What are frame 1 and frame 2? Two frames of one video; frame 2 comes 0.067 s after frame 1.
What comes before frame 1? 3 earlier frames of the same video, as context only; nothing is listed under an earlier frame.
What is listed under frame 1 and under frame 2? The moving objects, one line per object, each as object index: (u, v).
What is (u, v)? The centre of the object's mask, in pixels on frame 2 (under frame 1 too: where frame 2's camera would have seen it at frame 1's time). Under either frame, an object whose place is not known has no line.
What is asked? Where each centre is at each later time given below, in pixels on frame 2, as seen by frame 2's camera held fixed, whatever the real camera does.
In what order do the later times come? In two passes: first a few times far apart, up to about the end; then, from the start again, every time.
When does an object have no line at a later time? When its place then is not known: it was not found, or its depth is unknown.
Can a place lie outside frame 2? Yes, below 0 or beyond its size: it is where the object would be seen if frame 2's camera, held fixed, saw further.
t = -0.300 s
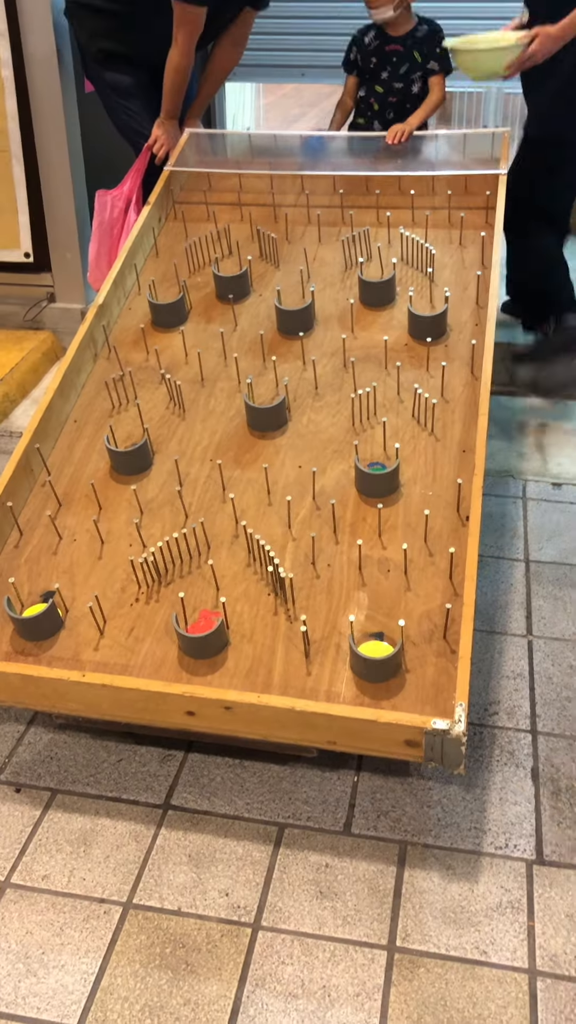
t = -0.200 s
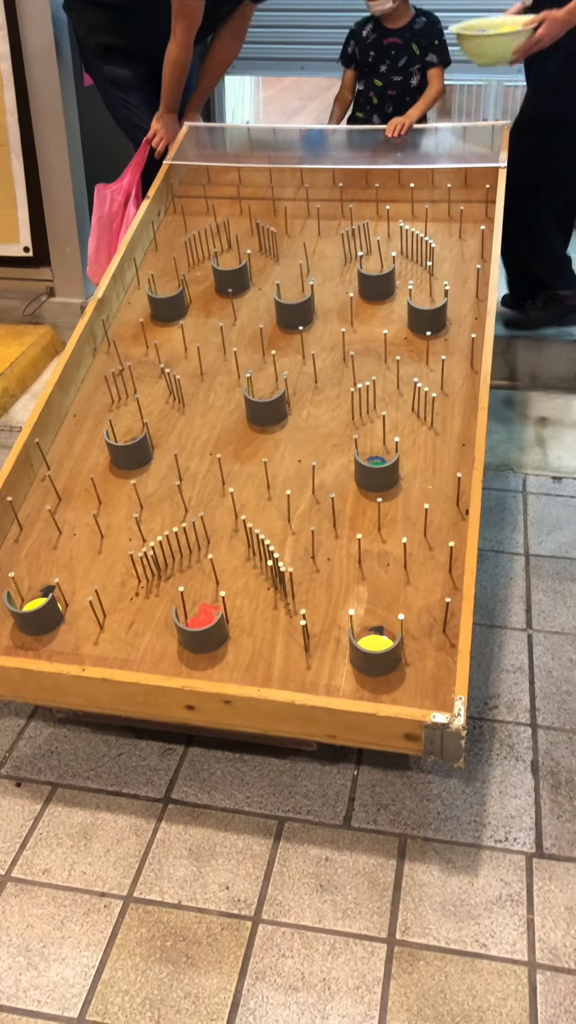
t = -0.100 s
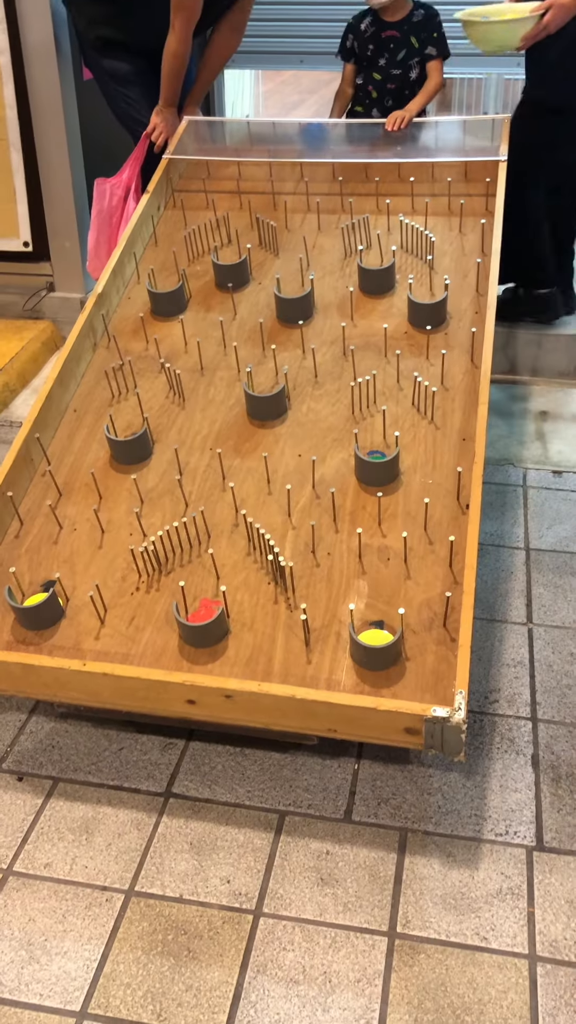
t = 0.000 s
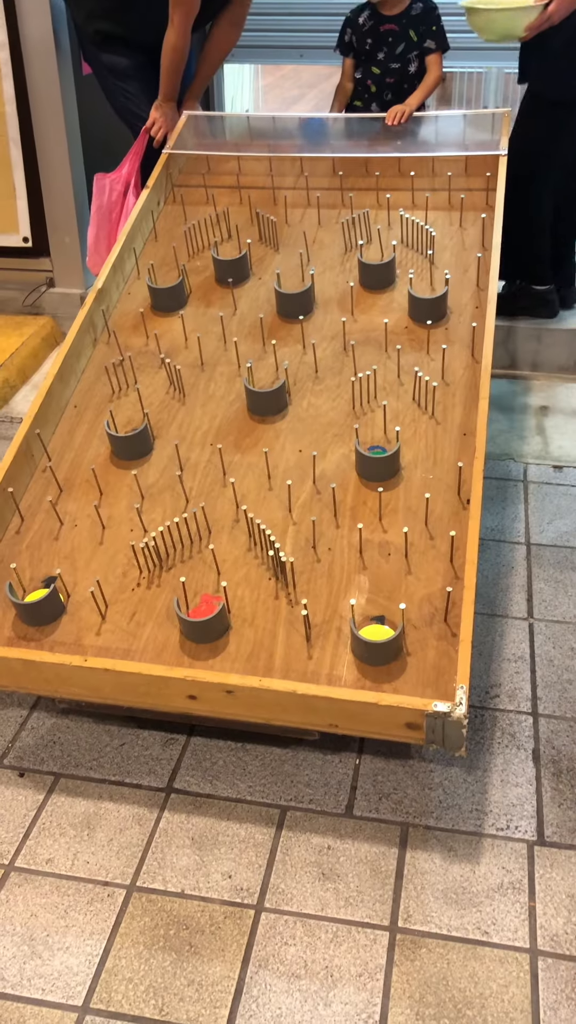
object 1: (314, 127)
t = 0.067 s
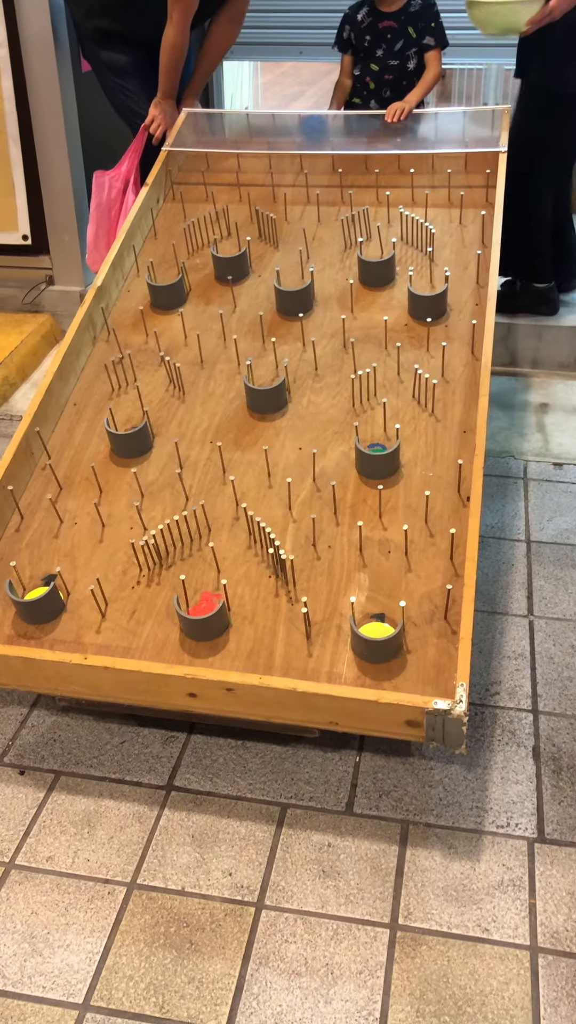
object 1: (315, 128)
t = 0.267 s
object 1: (313, 136)
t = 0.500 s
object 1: (323, 149)
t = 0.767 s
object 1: (325, 151)
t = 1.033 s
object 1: (314, 166)
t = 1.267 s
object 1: (293, 178)
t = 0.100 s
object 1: (314, 129)
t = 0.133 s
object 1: (314, 129)
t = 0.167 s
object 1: (314, 132)
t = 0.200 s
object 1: (313, 133)
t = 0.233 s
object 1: (312, 134)
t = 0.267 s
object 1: (313, 136)
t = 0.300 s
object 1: (312, 139)
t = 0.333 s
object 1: (311, 145)
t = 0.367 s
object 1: (310, 148)
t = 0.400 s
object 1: (312, 148)
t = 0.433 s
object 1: (316, 148)
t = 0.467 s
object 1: (320, 148)
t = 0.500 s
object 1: (323, 149)
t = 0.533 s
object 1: (326, 151)
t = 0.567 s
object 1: (326, 150)
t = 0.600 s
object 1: (326, 150)
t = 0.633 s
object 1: (326, 150)
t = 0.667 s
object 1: (326, 150)
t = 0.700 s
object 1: (326, 150)
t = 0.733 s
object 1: (326, 150)
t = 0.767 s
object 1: (325, 151)
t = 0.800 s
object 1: (324, 151)
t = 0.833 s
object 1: (323, 152)
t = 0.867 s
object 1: (322, 153)
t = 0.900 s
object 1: (320, 155)
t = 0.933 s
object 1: (318, 163)
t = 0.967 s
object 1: (317, 163)
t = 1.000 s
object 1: (315, 164)
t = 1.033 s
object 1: (314, 166)
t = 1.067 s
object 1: (312, 168)
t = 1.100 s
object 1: (310, 173)
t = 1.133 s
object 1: (307, 177)
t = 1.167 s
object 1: (305, 181)
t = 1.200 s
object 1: (301, 179)
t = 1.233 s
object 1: (297, 177)
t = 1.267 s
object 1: (293, 178)
